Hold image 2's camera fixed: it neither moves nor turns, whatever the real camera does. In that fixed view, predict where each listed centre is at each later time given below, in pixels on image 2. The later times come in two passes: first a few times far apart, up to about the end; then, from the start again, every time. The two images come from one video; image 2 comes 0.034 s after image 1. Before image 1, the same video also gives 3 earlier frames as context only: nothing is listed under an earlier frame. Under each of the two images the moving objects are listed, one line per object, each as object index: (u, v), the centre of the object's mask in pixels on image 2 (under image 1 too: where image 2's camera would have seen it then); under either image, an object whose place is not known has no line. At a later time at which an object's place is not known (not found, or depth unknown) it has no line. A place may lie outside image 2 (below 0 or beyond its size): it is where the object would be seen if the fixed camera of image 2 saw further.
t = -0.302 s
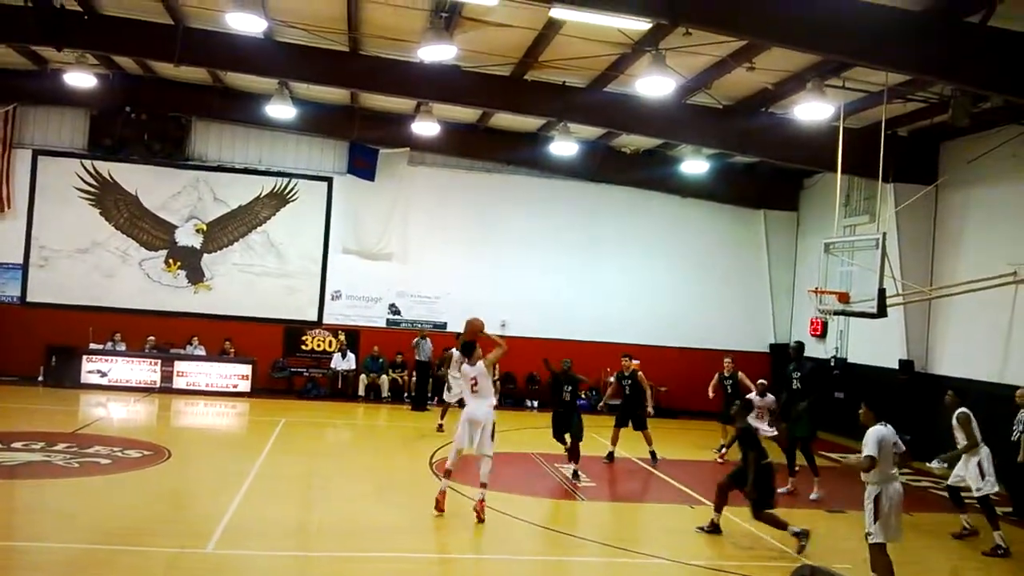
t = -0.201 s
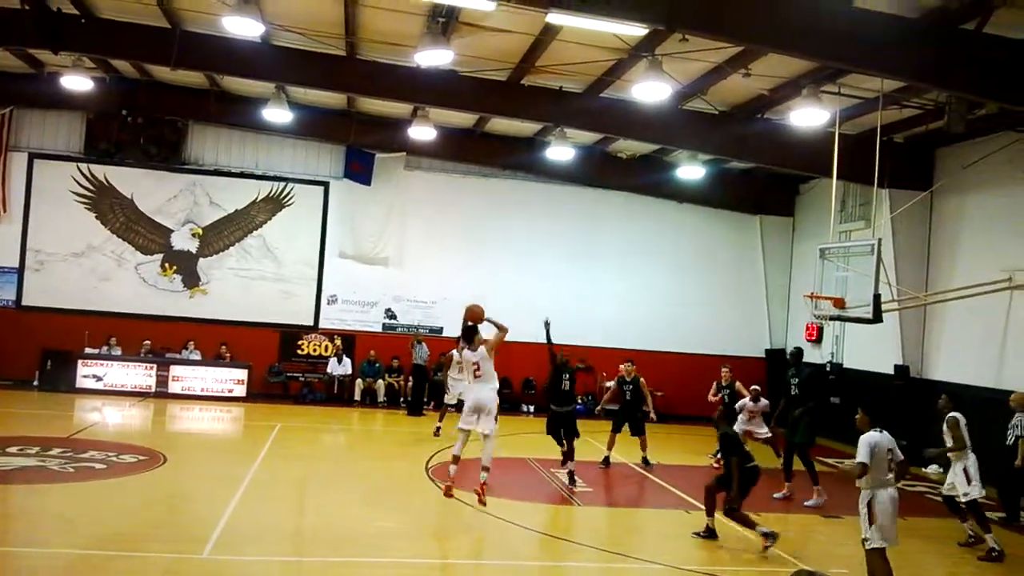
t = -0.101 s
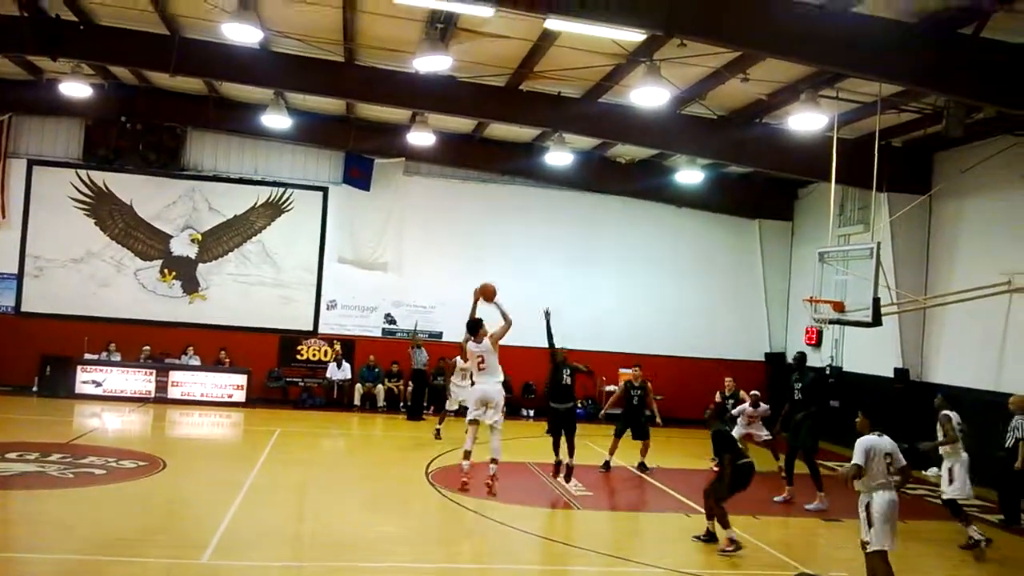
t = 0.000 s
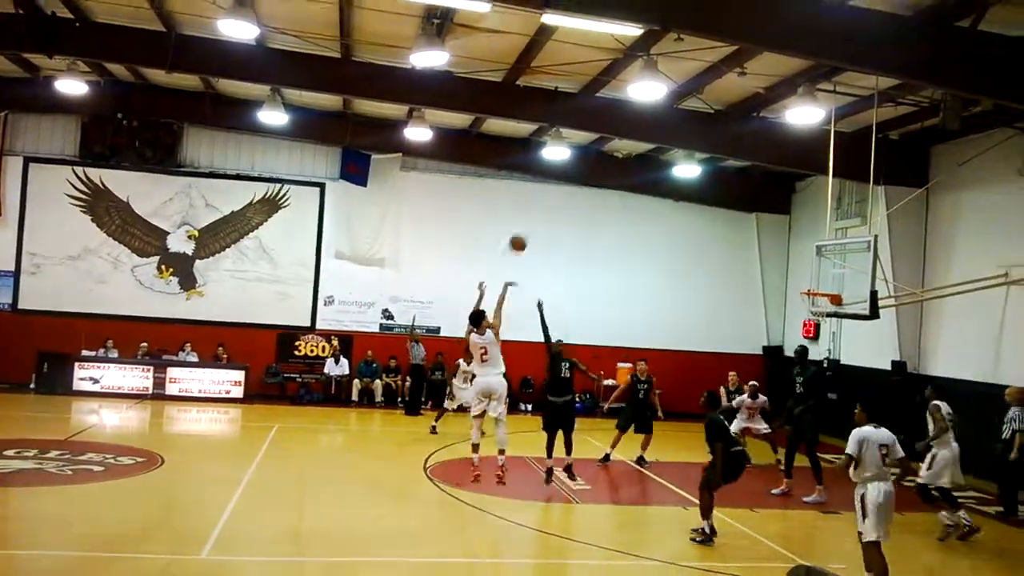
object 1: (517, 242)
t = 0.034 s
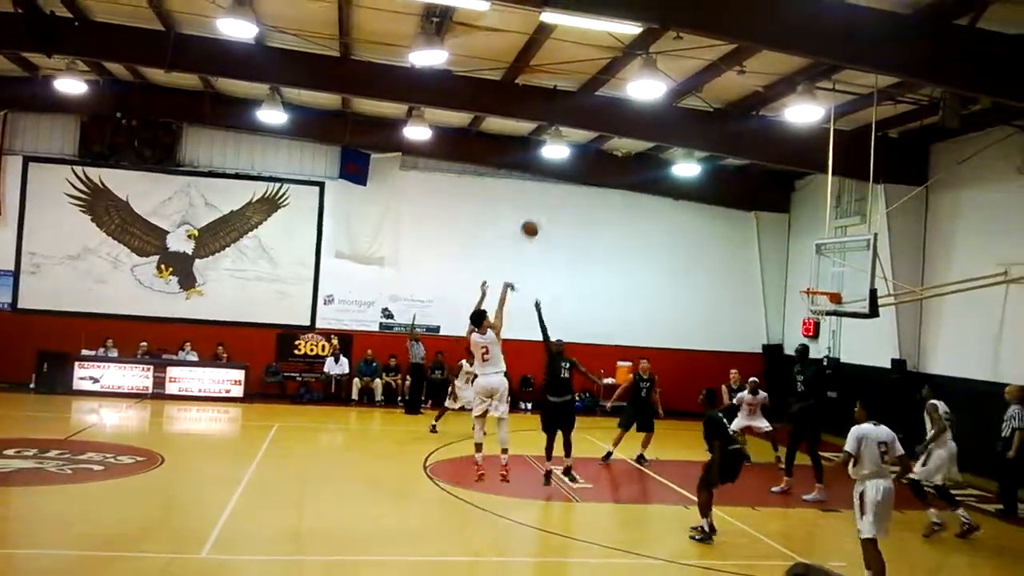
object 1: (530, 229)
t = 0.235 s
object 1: (595, 168)
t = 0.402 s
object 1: (645, 146)
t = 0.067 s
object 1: (542, 215)
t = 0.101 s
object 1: (553, 204)
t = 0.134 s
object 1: (564, 194)
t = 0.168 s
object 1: (574, 186)
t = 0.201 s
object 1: (587, 176)
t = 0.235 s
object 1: (595, 168)
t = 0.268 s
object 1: (607, 163)
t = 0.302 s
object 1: (615, 158)
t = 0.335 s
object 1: (626, 153)
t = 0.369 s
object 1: (635, 150)
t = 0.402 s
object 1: (645, 146)
